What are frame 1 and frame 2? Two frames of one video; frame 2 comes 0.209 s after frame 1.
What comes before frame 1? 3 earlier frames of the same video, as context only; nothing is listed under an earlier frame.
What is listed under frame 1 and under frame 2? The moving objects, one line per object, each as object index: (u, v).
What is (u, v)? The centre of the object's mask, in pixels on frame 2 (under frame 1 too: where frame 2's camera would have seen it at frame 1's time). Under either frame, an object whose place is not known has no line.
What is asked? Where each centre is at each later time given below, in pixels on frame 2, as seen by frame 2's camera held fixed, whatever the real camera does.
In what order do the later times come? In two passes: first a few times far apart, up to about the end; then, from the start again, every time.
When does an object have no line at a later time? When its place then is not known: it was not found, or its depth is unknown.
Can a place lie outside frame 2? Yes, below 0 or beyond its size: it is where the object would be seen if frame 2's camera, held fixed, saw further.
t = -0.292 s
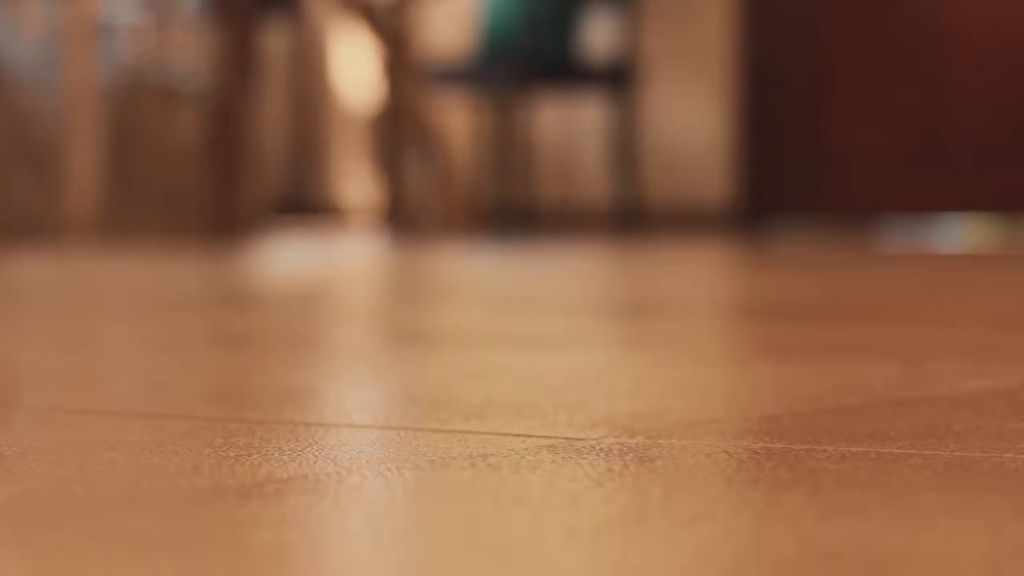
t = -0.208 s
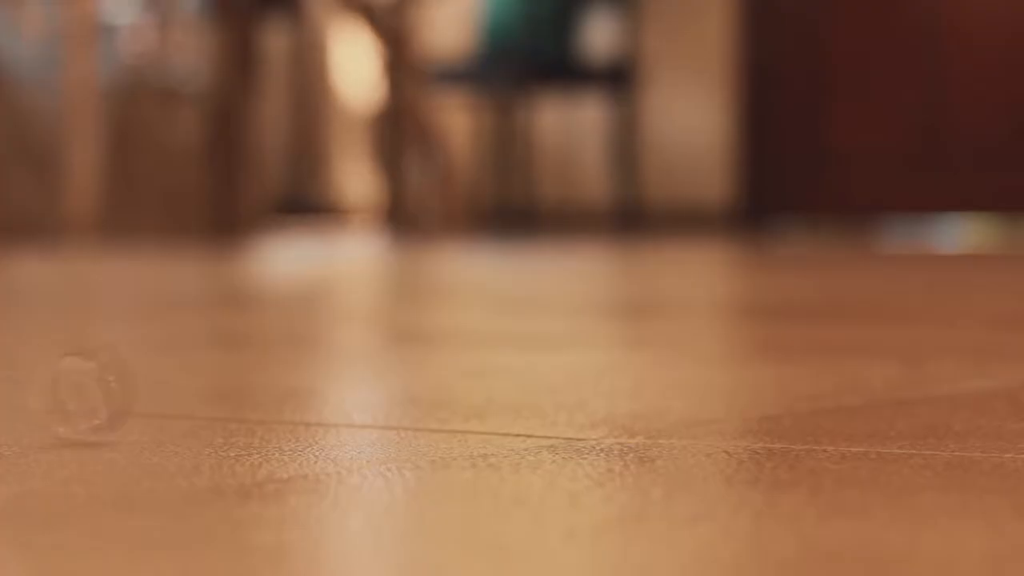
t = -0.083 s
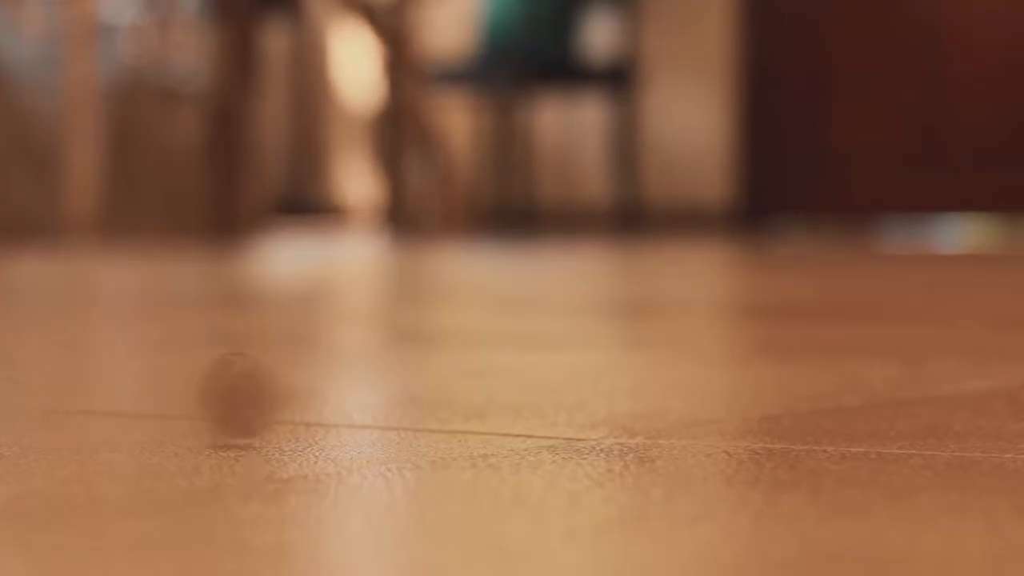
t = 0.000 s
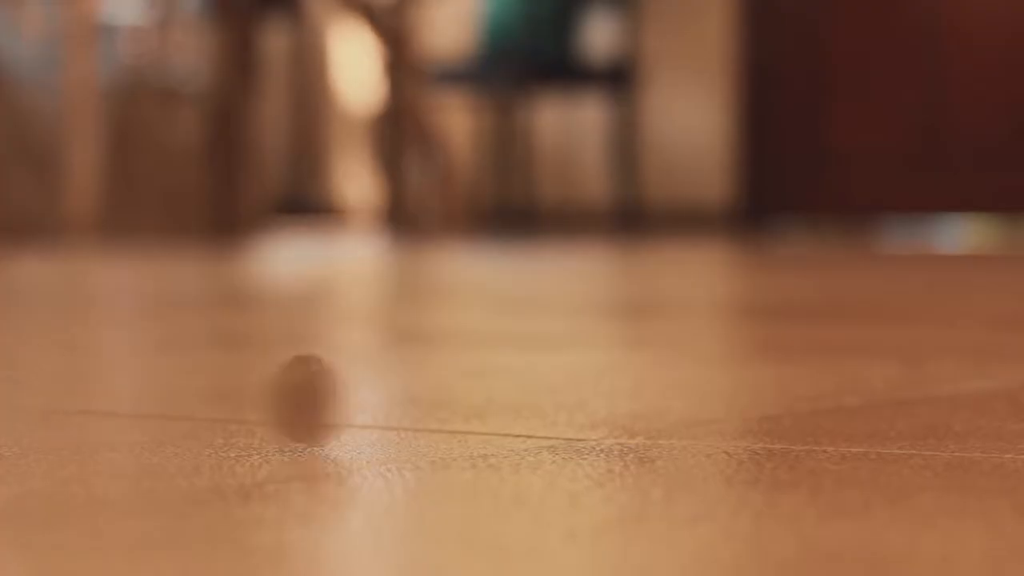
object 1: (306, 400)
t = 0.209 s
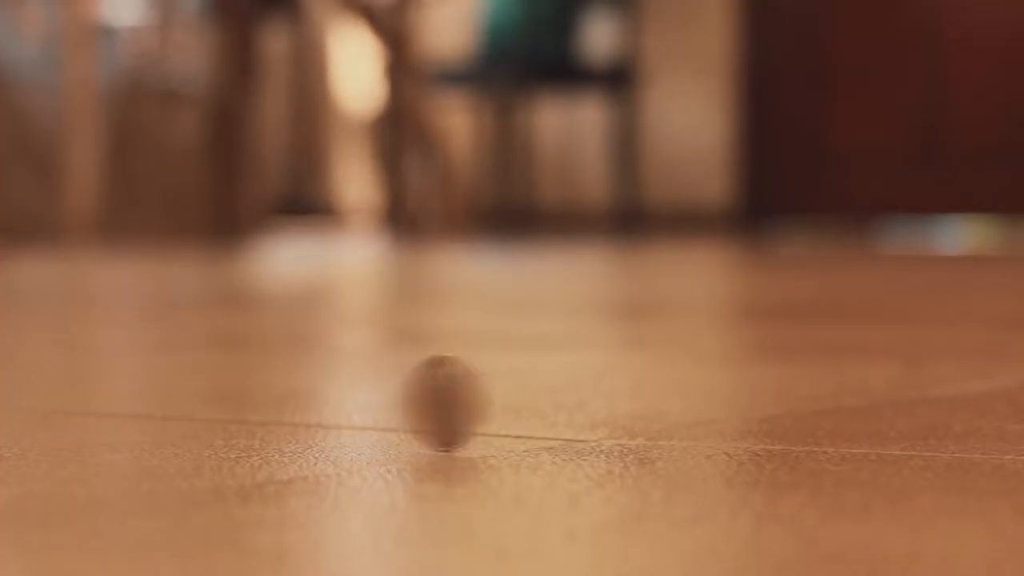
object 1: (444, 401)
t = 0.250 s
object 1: (471, 402)
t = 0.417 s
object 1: (534, 400)
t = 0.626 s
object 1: (567, 396)
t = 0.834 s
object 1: (559, 390)
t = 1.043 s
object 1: (525, 386)
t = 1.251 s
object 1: (484, 384)
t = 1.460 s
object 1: (444, 382)
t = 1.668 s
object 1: (404, 382)
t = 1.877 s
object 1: (382, 386)
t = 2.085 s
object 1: (389, 387)
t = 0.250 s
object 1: (471, 402)
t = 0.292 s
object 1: (490, 402)
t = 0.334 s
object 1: (505, 401)
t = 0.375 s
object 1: (519, 400)
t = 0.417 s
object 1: (534, 400)
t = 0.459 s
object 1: (547, 398)
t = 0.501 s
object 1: (556, 398)
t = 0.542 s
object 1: (562, 397)
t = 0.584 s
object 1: (566, 397)
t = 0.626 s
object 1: (567, 396)
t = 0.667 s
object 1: (566, 396)
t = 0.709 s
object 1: (566, 394)
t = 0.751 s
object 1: (564, 392)
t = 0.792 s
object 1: (563, 391)
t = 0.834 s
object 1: (559, 390)
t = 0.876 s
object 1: (552, 389)
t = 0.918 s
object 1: (546, 388)
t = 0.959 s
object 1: (538, 387)
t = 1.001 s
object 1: (531, 387)
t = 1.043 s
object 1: (525, 386)
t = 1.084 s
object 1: (518, 385)
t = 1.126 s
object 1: (511, 384)
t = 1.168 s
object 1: (501, 385)
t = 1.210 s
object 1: (492, 384)
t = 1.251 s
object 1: (484, 384)
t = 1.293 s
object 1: (476, 383)
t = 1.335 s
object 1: (467, 383)
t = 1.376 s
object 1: (460, 382)
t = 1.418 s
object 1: (453, 382)
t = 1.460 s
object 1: (444, 382)
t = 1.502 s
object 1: (436, 382)
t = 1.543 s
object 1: (427, 382)
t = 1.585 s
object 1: (418, 382)
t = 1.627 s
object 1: (411, 382)
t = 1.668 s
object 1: (404, 382)
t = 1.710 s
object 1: (398, 383)
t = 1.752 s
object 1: (391, 383)
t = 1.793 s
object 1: (387, 385)
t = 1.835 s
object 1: (384, 384)
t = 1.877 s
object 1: (382, 386)
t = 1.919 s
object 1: (381, 387)
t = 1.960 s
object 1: (383, 387)
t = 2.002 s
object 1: (382, 386)
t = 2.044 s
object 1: (386, 386)
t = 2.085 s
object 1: (389, 387)
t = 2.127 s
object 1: (393, 388)
